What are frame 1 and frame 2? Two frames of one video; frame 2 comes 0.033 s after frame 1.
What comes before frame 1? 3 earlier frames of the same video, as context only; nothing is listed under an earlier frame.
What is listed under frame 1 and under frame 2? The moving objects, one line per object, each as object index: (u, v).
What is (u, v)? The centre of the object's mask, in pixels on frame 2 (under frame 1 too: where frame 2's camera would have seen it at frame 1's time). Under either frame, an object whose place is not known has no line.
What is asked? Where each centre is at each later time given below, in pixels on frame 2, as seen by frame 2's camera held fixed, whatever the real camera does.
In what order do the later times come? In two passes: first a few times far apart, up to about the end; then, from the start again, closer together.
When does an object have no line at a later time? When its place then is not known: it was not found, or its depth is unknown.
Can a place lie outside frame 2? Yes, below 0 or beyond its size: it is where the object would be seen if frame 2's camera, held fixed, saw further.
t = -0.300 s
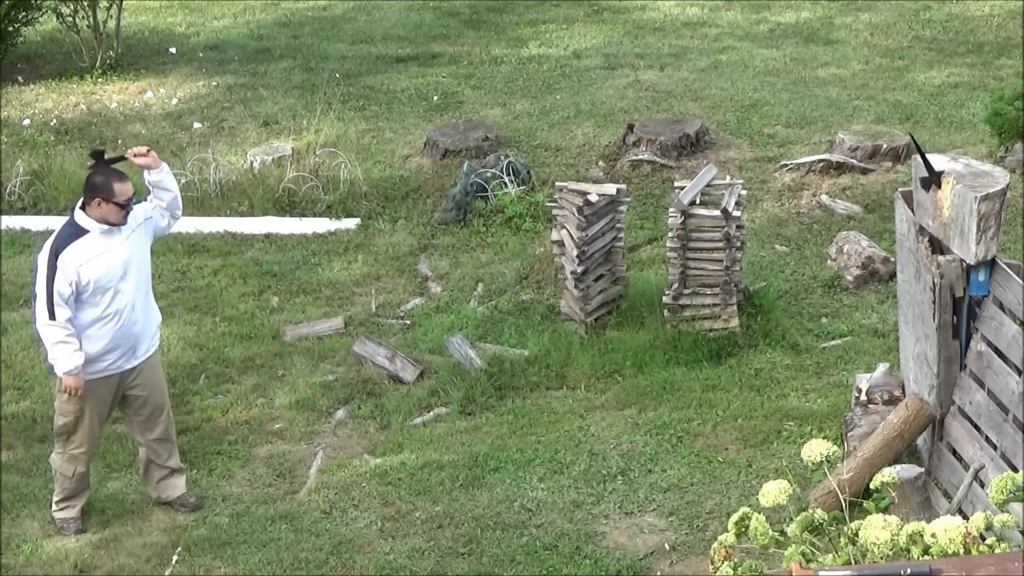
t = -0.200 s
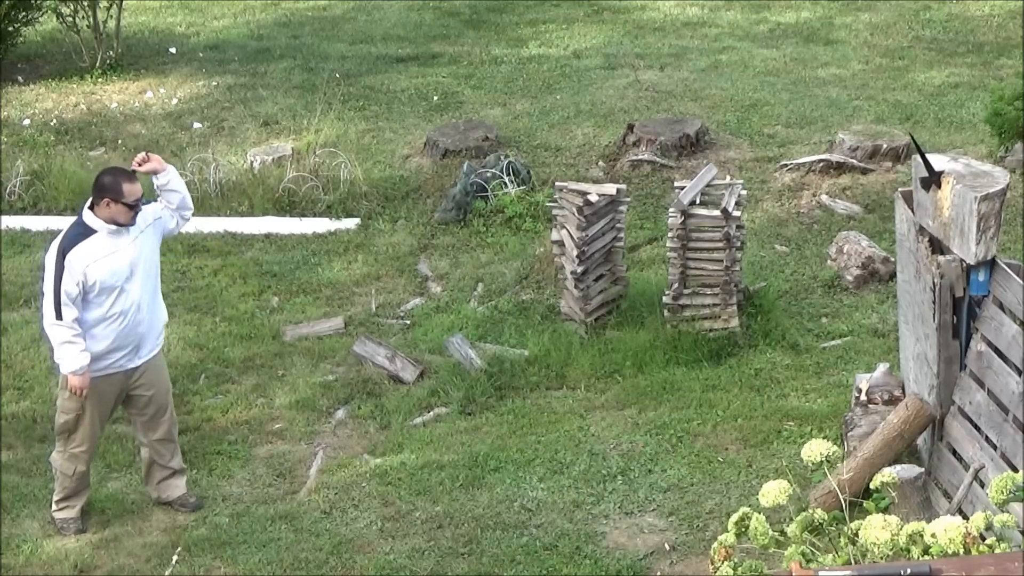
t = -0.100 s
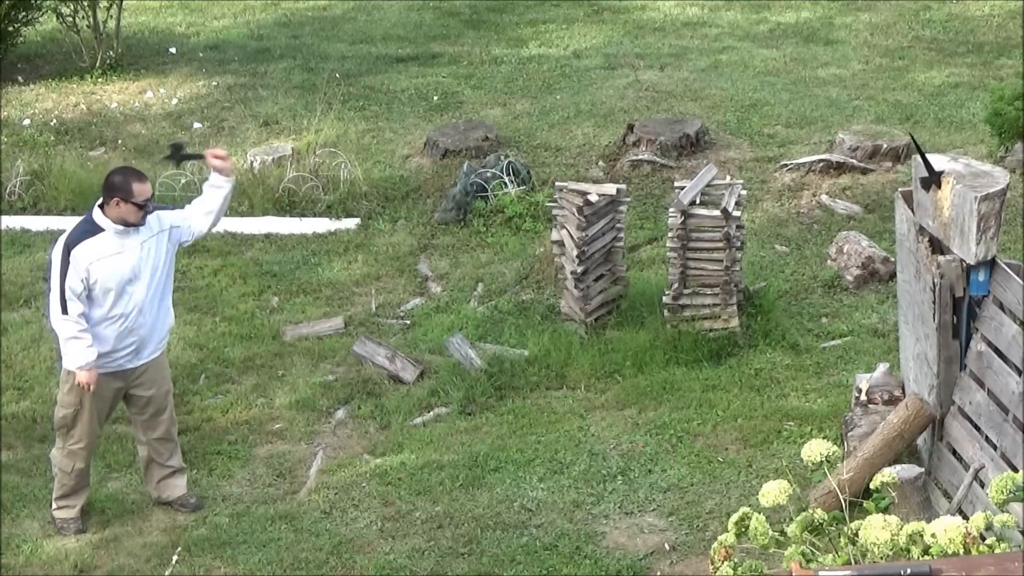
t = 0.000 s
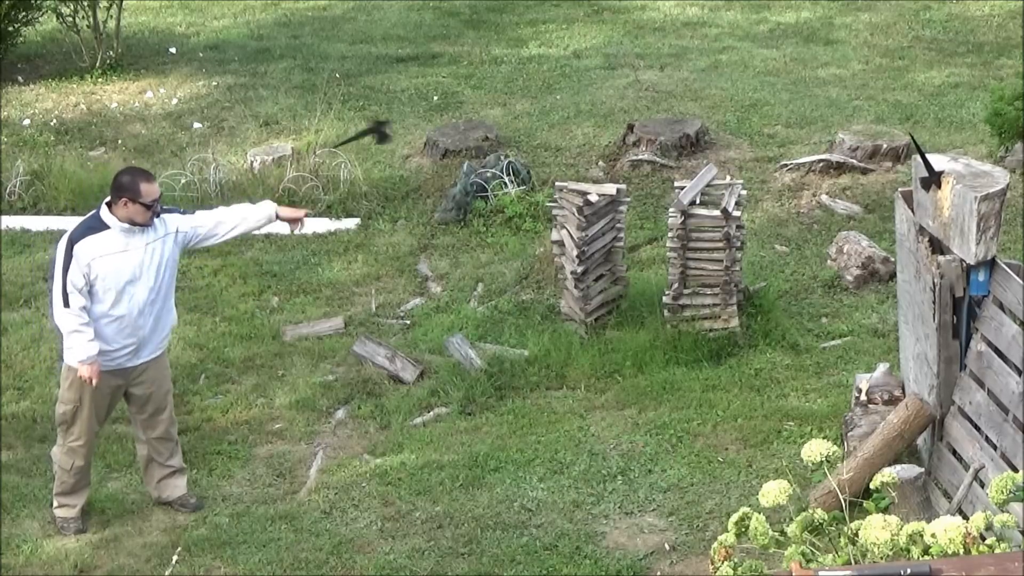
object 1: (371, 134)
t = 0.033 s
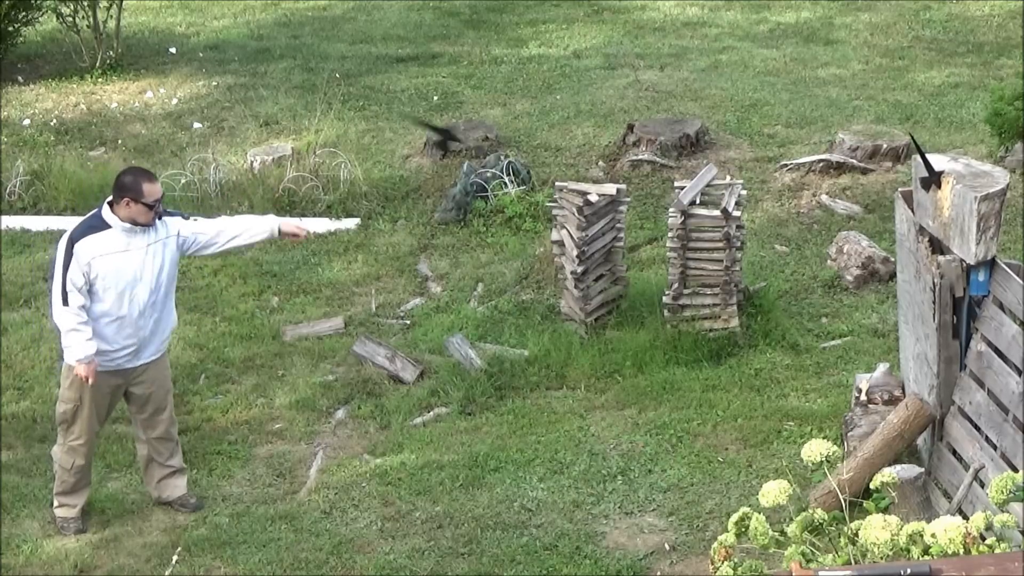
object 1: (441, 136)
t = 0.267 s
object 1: (918, 205)
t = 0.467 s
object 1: (925, 204)
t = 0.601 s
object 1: (923, 205)
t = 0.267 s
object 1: (918, 205)
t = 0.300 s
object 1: (925, 204)
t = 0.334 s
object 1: (925, 203)
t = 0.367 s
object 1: (926, 203)
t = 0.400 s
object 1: (926, 204)
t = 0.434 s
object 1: (925, 204)
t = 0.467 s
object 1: (925, 204)
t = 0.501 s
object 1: (924, 204)
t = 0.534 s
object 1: (923, 205)
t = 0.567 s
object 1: (923, 205)
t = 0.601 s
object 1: (923, 205)
